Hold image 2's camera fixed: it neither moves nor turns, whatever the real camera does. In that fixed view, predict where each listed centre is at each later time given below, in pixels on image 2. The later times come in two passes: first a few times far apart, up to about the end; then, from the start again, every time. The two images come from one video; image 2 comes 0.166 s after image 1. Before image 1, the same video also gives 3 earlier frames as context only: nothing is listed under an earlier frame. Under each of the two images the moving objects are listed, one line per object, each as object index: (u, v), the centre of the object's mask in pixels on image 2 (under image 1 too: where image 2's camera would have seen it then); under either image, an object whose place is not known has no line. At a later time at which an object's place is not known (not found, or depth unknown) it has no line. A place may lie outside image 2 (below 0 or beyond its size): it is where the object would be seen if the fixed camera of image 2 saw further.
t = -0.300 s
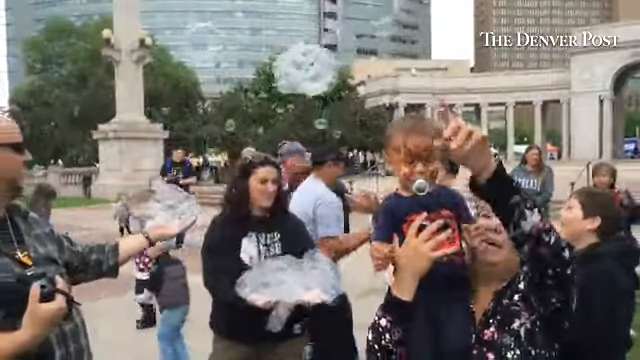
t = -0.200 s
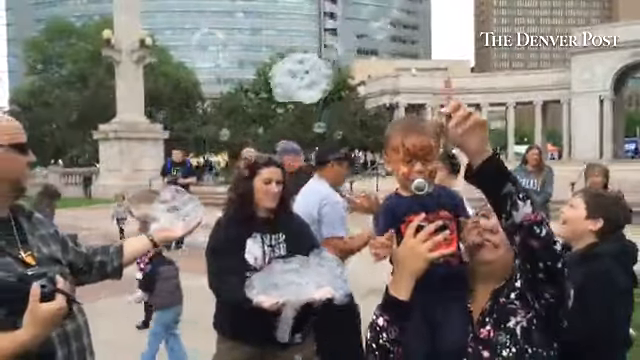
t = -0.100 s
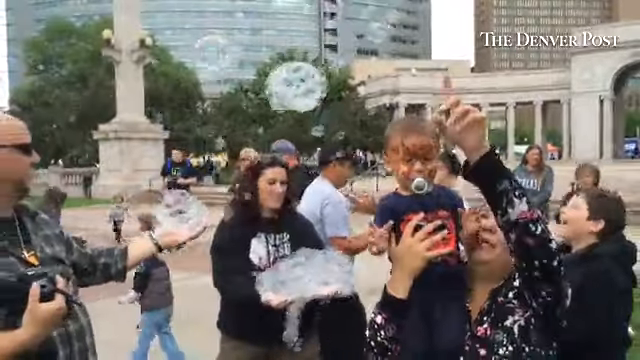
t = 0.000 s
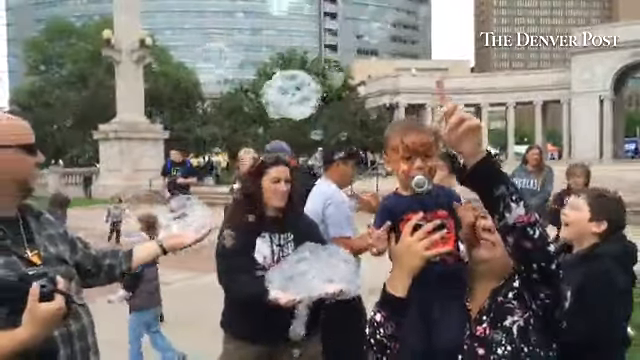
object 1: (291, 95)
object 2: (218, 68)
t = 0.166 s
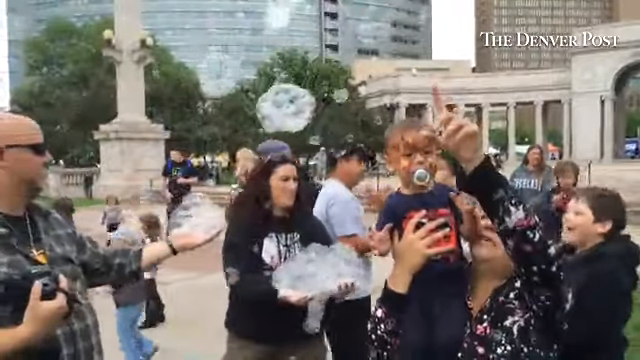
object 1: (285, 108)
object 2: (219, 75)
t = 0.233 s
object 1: (283, 114)
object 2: (218, 79)
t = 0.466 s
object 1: (274, 133)
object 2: (215, 97)
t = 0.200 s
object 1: (284, 111)
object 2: (218, 77)
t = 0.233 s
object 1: (283, 114)
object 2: (218, 79)
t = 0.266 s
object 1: (281, 116)
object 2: (217, 81)
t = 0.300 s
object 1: (280, 119)
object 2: (218, 83)
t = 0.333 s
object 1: (279, 121)
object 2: (217, 86)
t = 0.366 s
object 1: (278, 124)
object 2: (217, 89)
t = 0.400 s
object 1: (277, 127)
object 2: (215, 91)
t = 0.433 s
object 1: (275, 130)
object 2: (215, 94)
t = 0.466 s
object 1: (274, 133)
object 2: (215, 97)
